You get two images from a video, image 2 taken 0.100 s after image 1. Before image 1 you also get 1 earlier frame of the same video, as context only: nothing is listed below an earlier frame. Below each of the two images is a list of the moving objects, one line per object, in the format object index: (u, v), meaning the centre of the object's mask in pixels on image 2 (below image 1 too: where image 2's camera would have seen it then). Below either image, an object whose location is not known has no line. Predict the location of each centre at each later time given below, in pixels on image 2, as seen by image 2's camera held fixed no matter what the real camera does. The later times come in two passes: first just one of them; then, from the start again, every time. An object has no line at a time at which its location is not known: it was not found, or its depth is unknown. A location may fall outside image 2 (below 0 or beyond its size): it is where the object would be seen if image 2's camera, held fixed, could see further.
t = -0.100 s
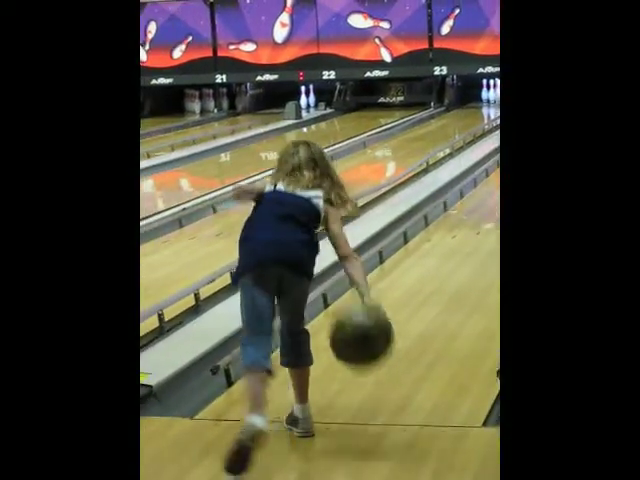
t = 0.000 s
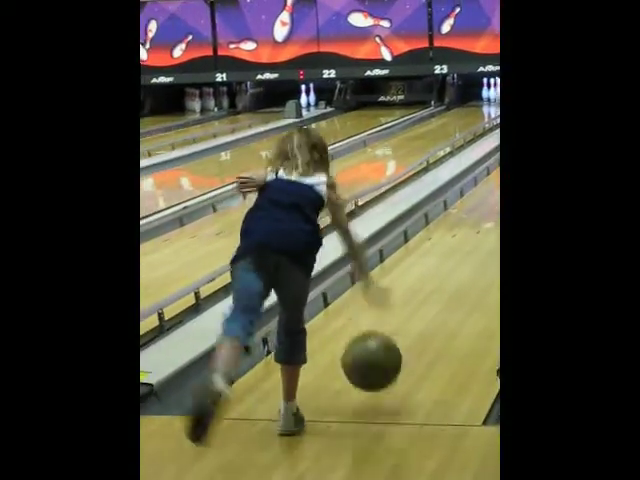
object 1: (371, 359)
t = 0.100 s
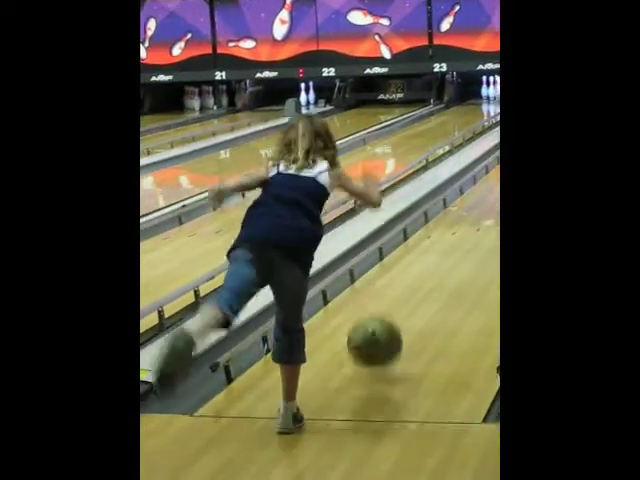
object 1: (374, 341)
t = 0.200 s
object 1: (376, 316)
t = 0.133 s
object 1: (375, 329)
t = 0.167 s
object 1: (375, 321)
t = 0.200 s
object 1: (376, 316)
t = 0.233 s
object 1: (377, 313)
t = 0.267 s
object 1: (378, 313)
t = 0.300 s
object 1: (379, 309)
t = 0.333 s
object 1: (379, 301)
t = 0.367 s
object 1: (380, 297)
